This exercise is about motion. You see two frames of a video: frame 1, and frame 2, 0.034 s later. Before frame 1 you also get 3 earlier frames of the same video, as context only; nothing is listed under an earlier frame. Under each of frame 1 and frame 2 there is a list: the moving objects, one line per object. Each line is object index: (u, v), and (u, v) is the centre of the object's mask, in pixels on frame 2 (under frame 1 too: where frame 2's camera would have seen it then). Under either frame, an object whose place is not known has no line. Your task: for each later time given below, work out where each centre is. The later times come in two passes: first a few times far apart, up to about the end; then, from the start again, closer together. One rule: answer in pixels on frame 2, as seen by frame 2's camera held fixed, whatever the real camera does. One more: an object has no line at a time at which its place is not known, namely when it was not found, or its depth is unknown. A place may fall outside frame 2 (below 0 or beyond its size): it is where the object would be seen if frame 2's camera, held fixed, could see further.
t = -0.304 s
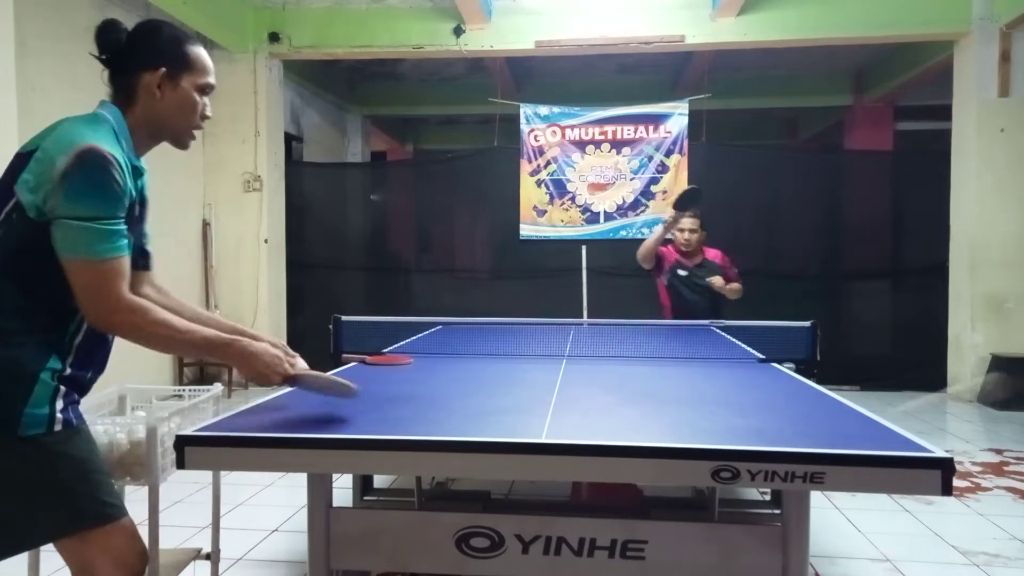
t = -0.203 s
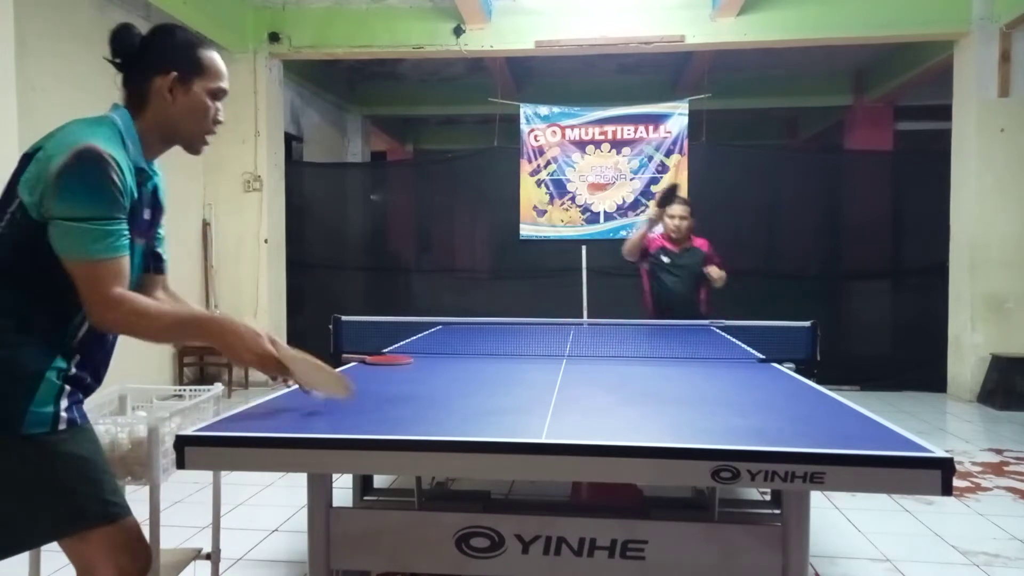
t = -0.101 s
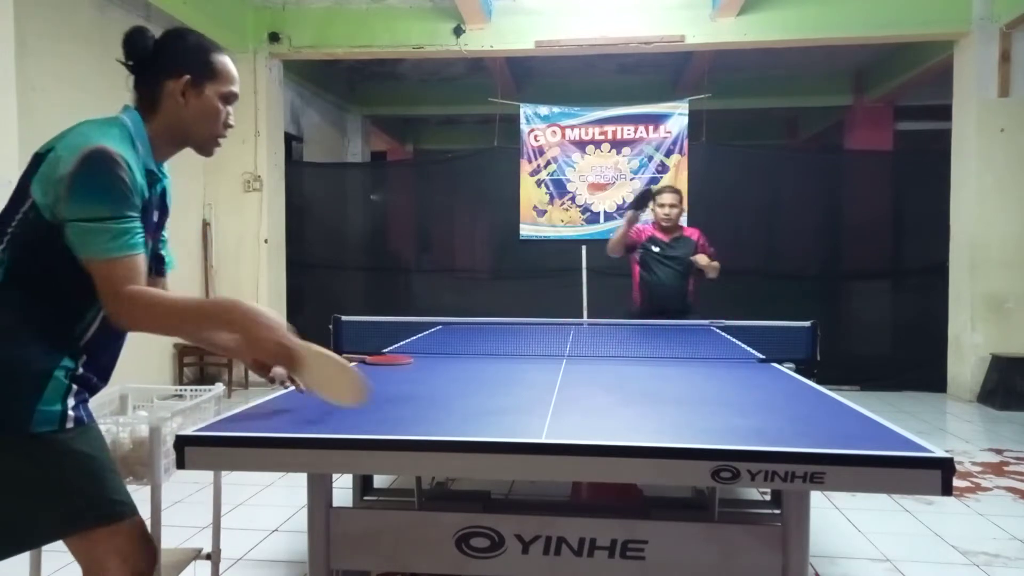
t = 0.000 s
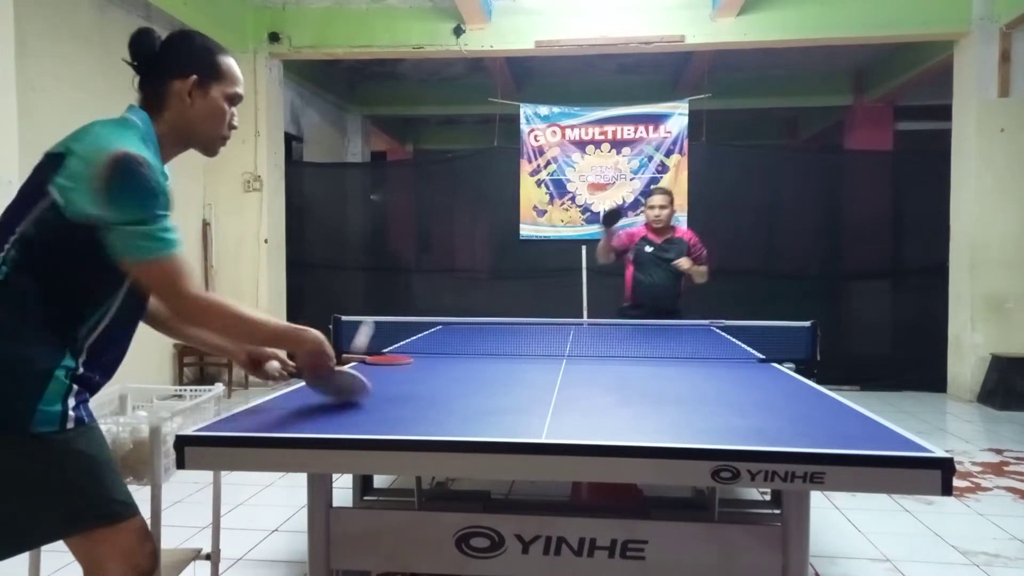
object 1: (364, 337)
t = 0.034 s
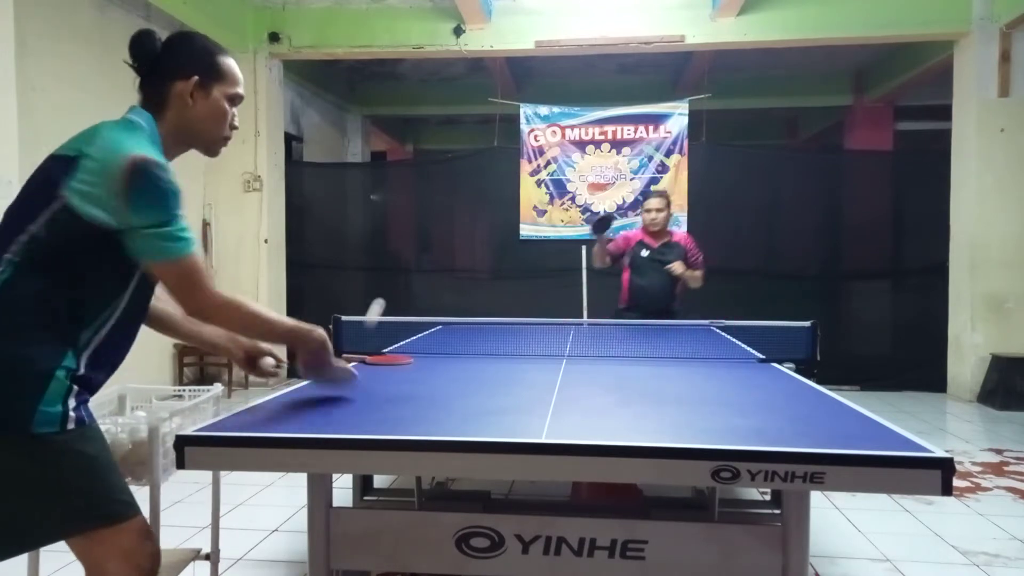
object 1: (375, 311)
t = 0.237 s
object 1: (423, 269)
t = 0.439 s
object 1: (452, 312)
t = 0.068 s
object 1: (385, 295)
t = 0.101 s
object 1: (394, 282)
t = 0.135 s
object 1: (402, 274)
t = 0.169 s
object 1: (410, 269)
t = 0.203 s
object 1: (418, 268)
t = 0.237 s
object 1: (423, 269)
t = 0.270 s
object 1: (428, 272)
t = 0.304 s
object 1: (434, 278)
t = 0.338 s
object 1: (439, 285)
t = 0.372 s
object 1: (444, 294)
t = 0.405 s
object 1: (448, 304)
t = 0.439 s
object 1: (452, 312)
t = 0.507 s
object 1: (462, 314)
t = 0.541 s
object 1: (465, 305)
